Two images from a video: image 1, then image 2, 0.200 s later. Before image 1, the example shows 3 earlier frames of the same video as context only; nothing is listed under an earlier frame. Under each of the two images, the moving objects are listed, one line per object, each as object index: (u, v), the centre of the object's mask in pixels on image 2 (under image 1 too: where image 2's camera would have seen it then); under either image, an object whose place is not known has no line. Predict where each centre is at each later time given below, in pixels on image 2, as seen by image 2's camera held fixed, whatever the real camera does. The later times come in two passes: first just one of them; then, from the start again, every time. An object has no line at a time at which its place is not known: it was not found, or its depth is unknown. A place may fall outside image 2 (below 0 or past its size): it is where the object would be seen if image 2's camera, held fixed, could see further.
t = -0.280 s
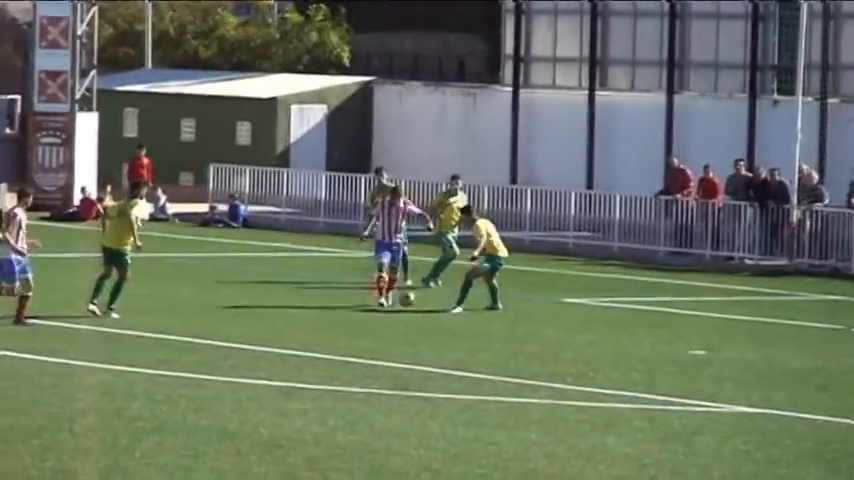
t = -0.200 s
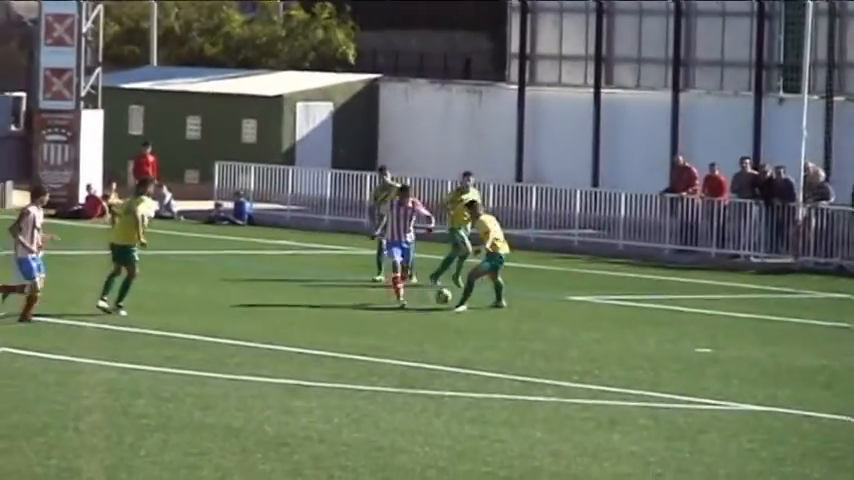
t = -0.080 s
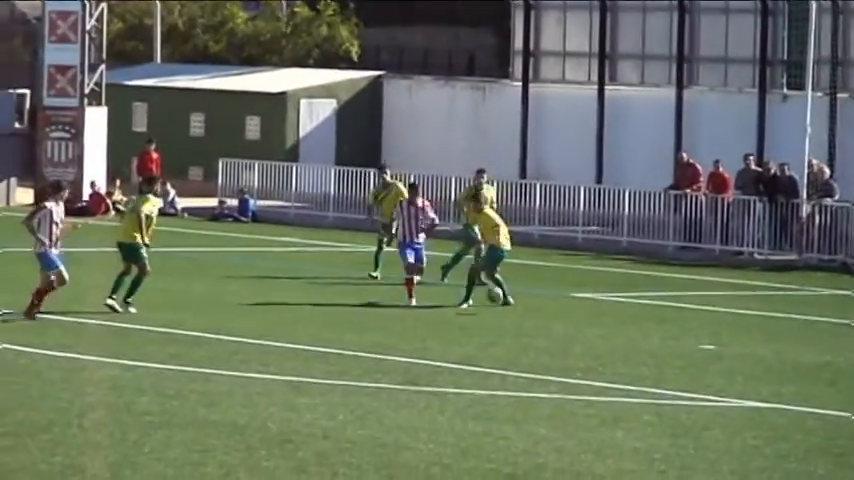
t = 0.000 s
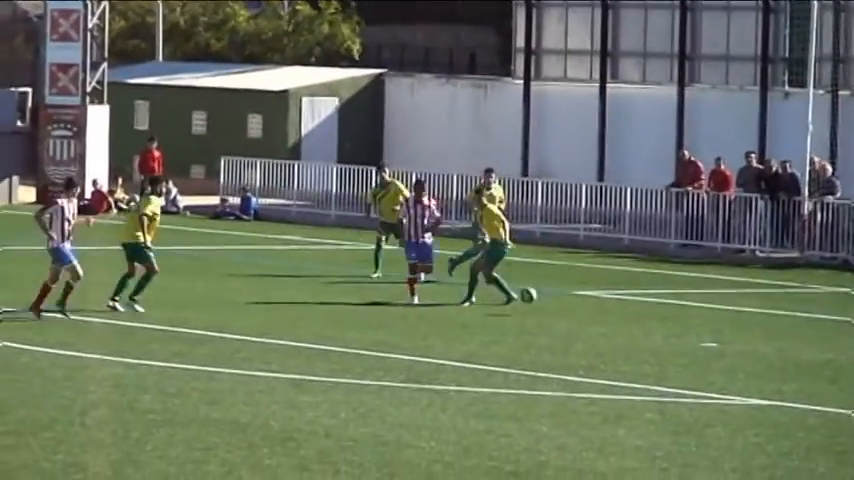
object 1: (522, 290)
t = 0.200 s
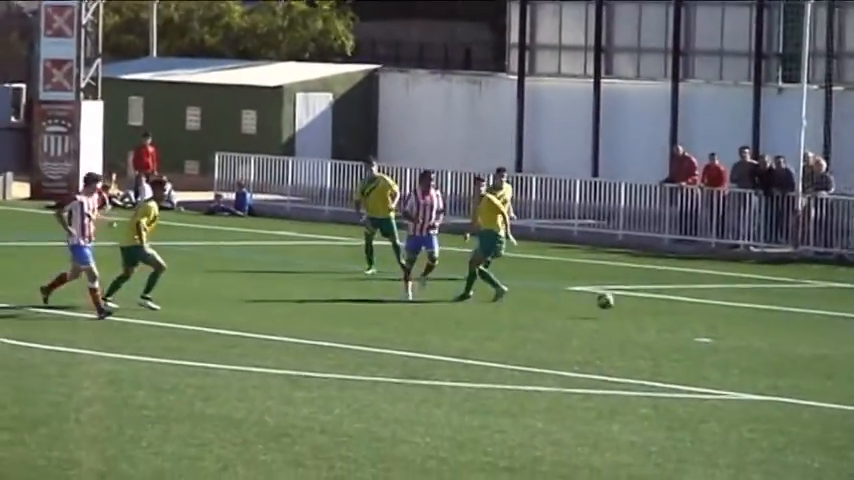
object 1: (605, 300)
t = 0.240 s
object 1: (622, 303)
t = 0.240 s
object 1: (622, 303)
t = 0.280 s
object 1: (639, 307)
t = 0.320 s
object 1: (656, 311)
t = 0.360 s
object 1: (674, 315)
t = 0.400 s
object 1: (691, 318)
